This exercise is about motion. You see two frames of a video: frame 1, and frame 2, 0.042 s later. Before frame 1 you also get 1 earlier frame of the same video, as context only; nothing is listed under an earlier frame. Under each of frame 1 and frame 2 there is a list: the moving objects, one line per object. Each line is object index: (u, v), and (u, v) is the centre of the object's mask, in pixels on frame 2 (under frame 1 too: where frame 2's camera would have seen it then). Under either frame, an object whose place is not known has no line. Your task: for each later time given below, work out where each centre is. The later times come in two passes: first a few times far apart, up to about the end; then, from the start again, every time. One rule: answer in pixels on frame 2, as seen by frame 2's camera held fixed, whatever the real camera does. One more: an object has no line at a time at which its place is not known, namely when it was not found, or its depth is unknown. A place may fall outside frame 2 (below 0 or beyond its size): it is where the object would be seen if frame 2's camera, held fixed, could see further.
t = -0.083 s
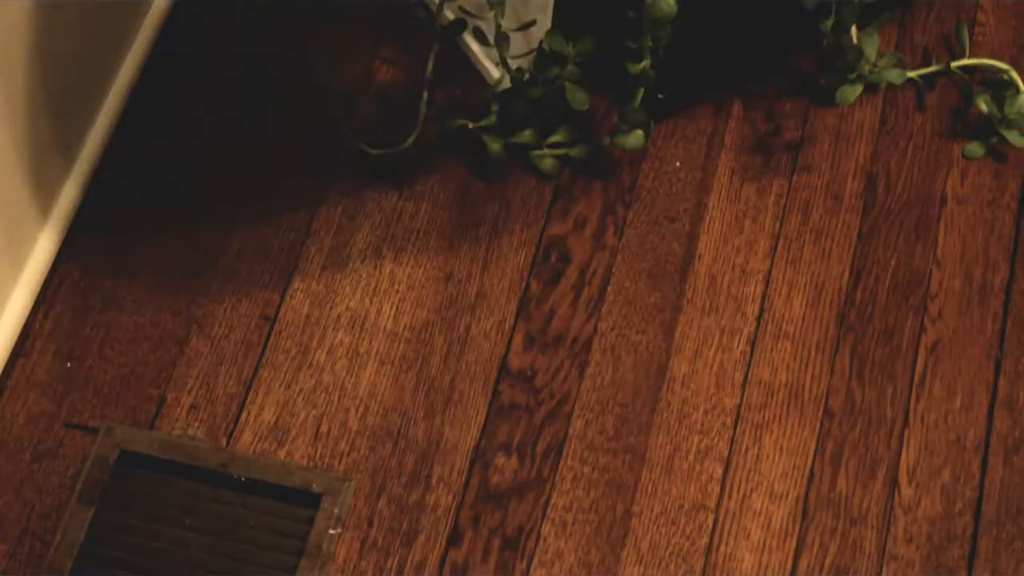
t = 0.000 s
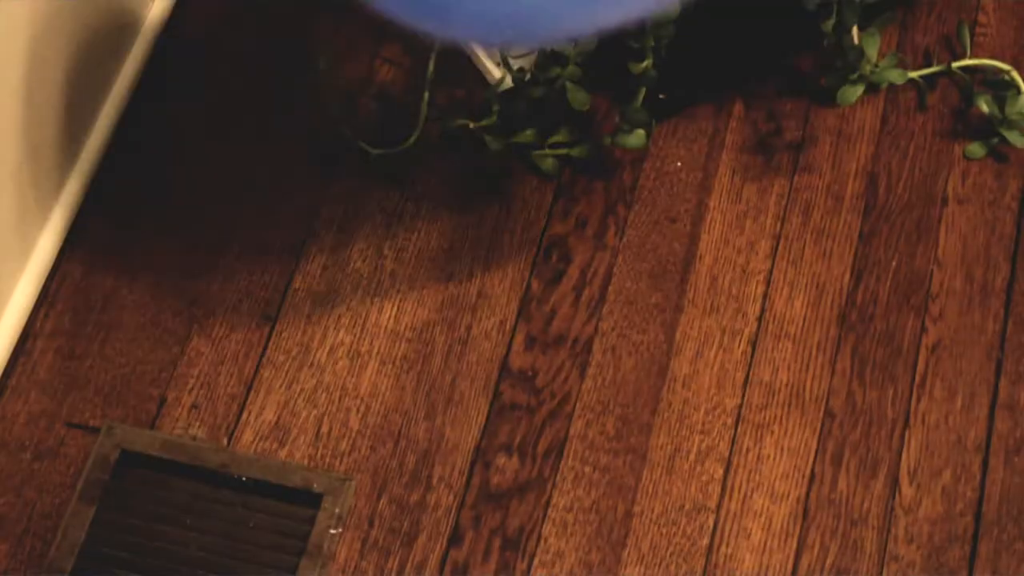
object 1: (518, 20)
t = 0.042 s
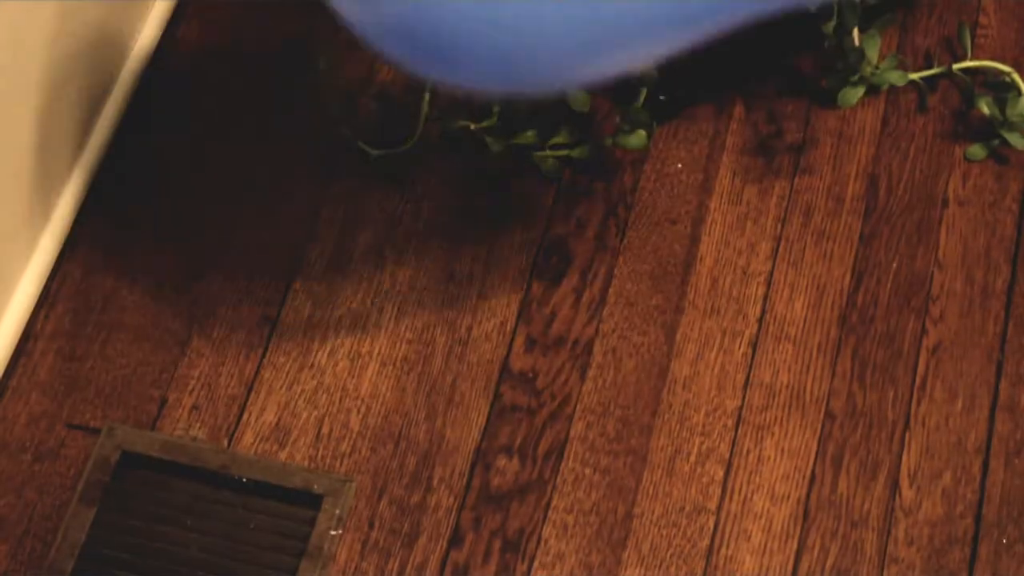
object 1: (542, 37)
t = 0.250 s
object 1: (604, 138)
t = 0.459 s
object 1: (673, 286)
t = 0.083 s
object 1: (569, 55)
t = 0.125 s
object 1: (587, 72)
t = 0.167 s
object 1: (595, 91)
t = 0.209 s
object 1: (598, 114)
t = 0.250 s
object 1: (604, 138)
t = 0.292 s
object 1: (614, 166)
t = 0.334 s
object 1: (627, 203)
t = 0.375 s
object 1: (640, 239)
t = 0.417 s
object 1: (655, 274)
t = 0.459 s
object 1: (673, 286)
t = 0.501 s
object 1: (691, 274)
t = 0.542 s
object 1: (707, 262)
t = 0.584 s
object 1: (724, 250)
